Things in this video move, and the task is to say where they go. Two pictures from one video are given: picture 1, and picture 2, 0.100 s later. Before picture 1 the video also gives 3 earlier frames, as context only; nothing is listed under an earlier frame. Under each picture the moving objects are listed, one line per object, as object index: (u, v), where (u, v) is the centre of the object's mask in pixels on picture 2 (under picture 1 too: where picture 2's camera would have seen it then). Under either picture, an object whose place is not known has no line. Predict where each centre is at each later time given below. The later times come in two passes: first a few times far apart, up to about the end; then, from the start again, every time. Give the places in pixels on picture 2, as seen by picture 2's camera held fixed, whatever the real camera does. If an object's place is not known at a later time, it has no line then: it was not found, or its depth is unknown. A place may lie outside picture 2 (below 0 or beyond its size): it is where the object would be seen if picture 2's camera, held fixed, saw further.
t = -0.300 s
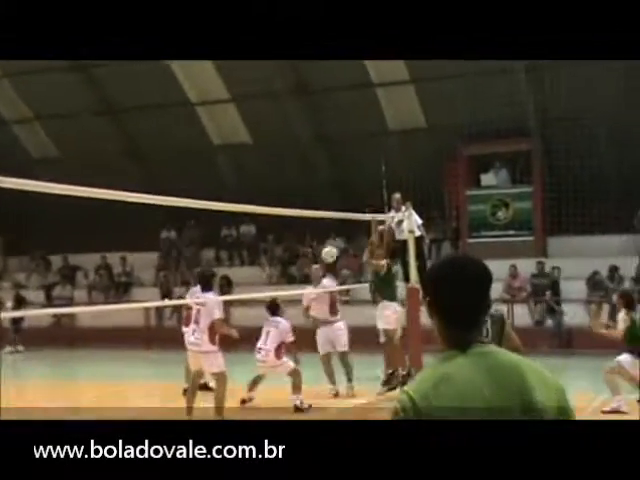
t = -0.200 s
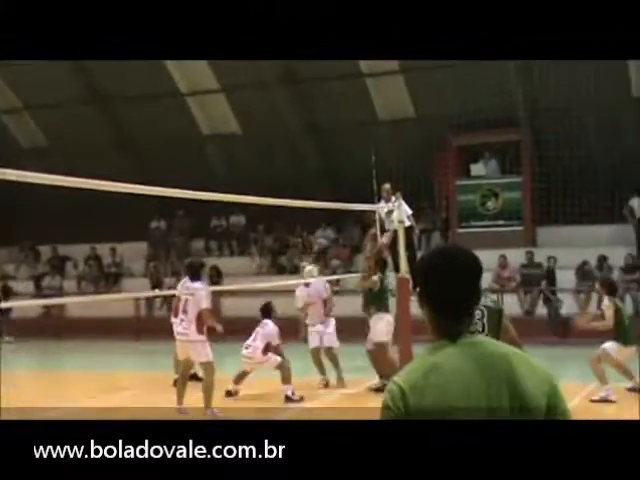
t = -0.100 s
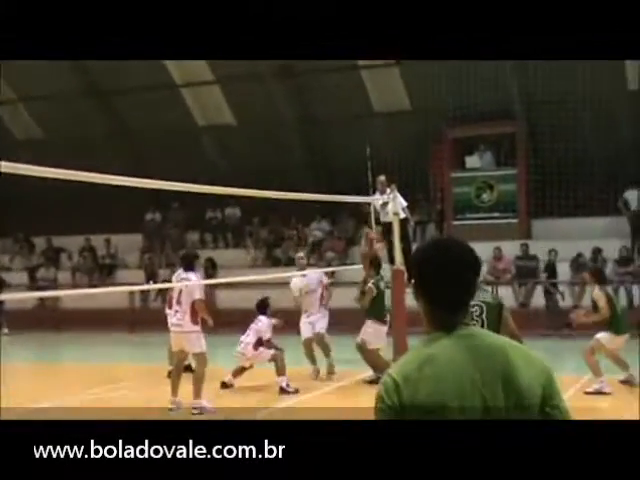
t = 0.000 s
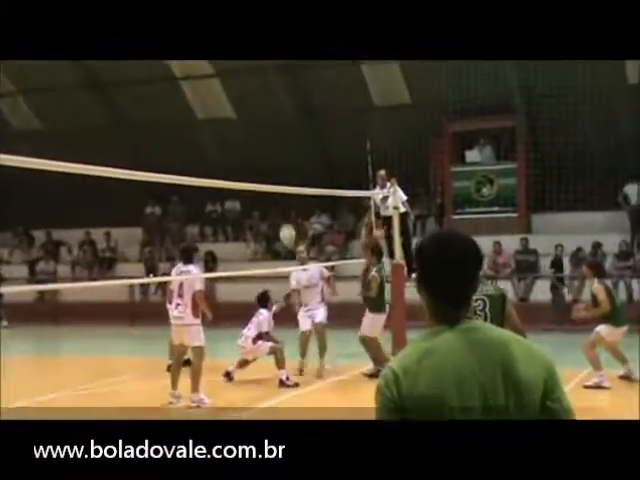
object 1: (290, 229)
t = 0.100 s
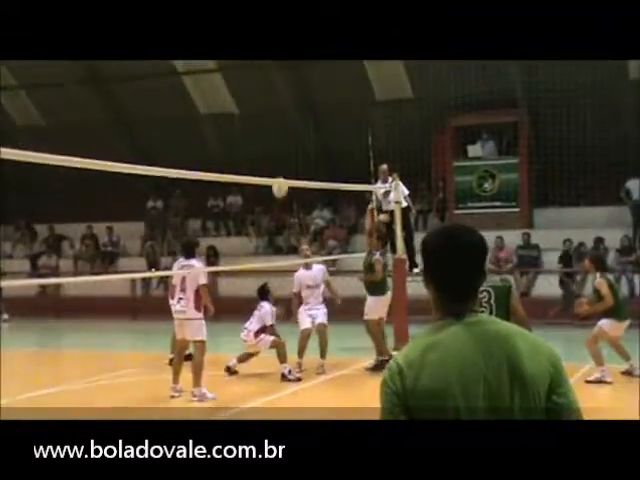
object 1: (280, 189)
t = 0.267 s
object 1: (263, 134)
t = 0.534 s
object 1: (237, 91)
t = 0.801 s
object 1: (208, 106)
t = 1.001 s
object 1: (189, 157)
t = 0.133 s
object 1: (276, 172)
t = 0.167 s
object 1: (273, 163)
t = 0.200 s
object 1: (269, 153)
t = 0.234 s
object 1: (266, 143)
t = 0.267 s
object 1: (263, 134)
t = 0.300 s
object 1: (260, 125)
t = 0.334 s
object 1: (256, 118)
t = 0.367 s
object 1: (253, 112)
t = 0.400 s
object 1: (250, 106)
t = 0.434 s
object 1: (246, 101)
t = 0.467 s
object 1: (243, 97)
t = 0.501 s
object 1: (240, 94)
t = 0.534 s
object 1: (237, 91)
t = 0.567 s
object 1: (234, 90)
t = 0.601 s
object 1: (231, 89)
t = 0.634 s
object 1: (228, 89)
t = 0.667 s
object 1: (224, 91)
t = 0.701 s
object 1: (220, 93)
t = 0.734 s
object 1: (216, 97)
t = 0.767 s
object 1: (213, 101)
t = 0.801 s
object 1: (208, 106)
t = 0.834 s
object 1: (205, 112)
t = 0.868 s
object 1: (202, 119)
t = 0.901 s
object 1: (199, 128)
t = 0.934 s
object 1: (196, 137)
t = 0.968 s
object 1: (192, 146)
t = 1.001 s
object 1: (189, 157)
